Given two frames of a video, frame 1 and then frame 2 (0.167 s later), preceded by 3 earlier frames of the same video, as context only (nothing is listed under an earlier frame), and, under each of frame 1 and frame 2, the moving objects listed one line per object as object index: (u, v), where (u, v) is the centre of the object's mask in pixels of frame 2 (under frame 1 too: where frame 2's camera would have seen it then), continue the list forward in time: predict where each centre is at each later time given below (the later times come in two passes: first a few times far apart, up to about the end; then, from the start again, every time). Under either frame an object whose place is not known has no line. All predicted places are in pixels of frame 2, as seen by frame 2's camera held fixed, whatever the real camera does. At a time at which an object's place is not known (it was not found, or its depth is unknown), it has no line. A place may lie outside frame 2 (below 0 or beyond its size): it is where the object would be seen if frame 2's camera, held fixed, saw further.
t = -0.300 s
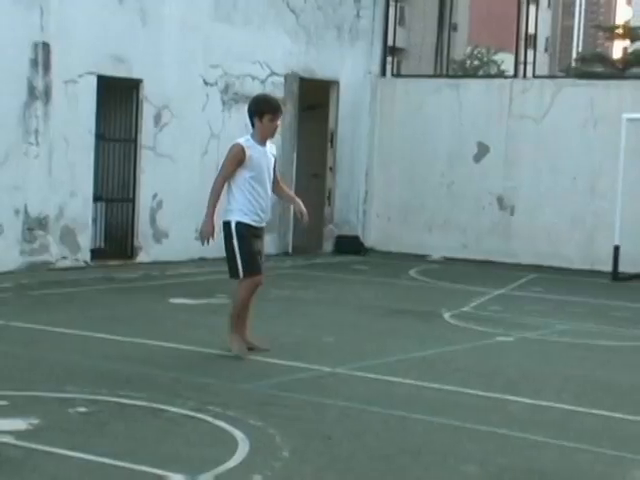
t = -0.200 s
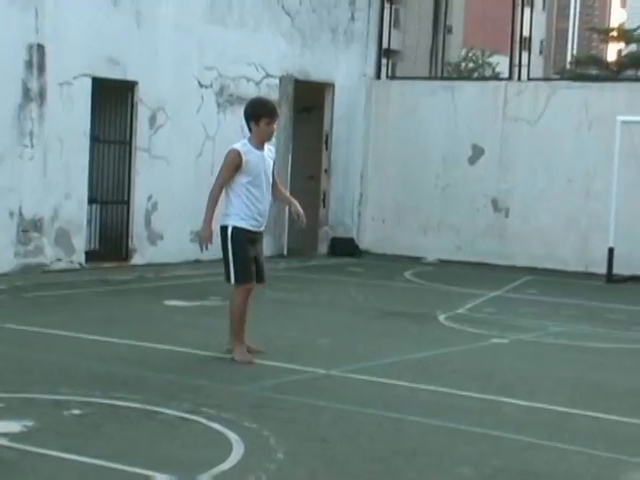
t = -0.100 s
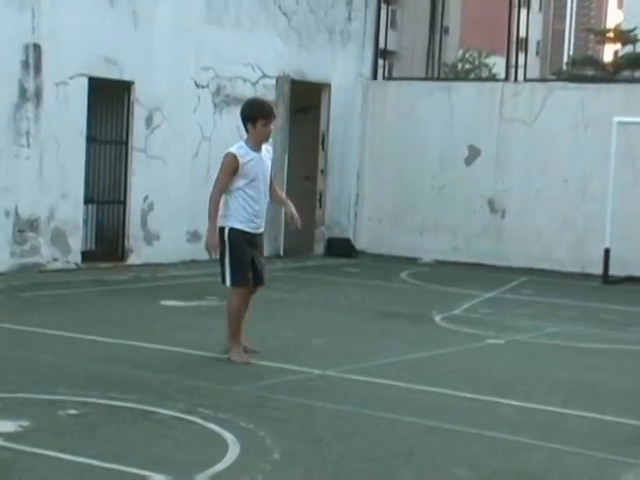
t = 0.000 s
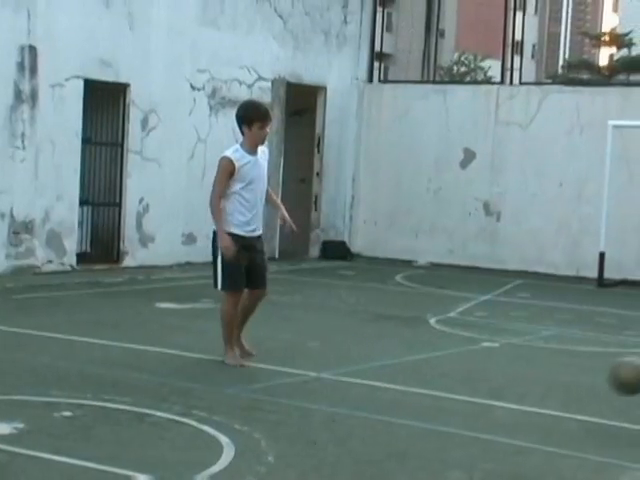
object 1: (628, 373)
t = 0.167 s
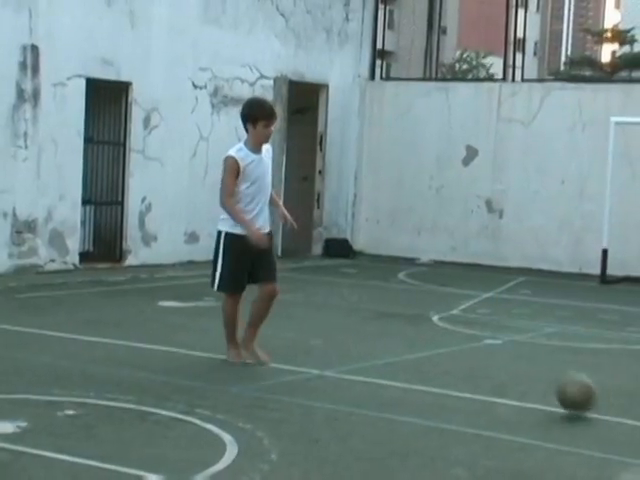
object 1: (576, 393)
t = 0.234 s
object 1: (555, 378)
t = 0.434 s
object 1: (493, 377)
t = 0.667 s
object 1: (422, 366)
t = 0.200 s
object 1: (565, 384)
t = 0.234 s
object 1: (555, 378)
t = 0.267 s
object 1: (544, 372)
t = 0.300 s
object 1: (533, 370)
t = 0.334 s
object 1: (523, 369)
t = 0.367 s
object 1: (512, 370)
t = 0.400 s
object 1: (503, 373)
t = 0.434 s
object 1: (493, 377)
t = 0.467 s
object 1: (483, 384)
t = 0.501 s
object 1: (470, 387)
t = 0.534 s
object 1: (461, 378)
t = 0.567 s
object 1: (452, 372)
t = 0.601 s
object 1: (442, 368)
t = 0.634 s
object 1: (432, 366)
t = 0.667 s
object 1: (422, 366)
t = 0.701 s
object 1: (412, 367)
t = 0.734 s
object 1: (403, 370)
